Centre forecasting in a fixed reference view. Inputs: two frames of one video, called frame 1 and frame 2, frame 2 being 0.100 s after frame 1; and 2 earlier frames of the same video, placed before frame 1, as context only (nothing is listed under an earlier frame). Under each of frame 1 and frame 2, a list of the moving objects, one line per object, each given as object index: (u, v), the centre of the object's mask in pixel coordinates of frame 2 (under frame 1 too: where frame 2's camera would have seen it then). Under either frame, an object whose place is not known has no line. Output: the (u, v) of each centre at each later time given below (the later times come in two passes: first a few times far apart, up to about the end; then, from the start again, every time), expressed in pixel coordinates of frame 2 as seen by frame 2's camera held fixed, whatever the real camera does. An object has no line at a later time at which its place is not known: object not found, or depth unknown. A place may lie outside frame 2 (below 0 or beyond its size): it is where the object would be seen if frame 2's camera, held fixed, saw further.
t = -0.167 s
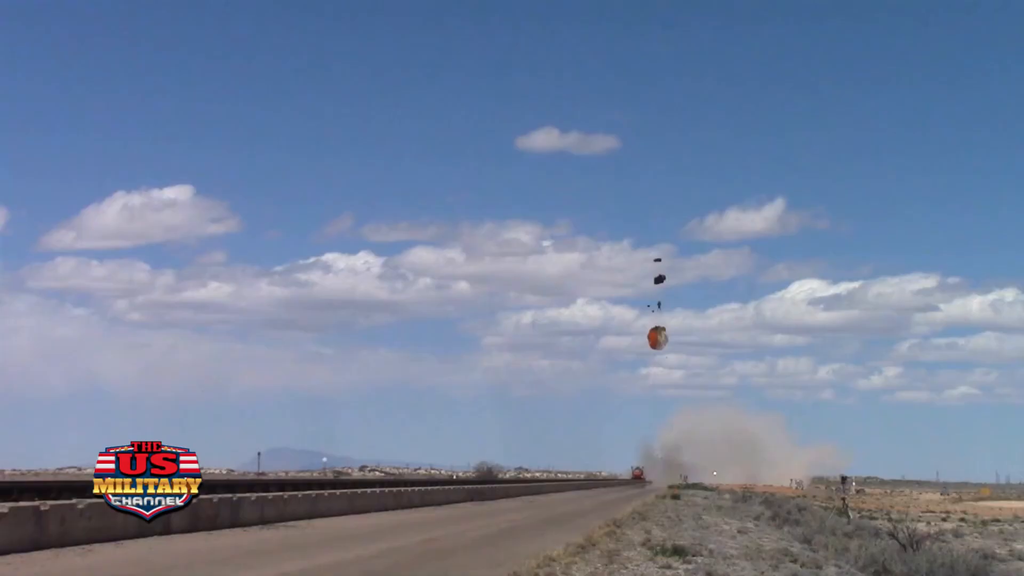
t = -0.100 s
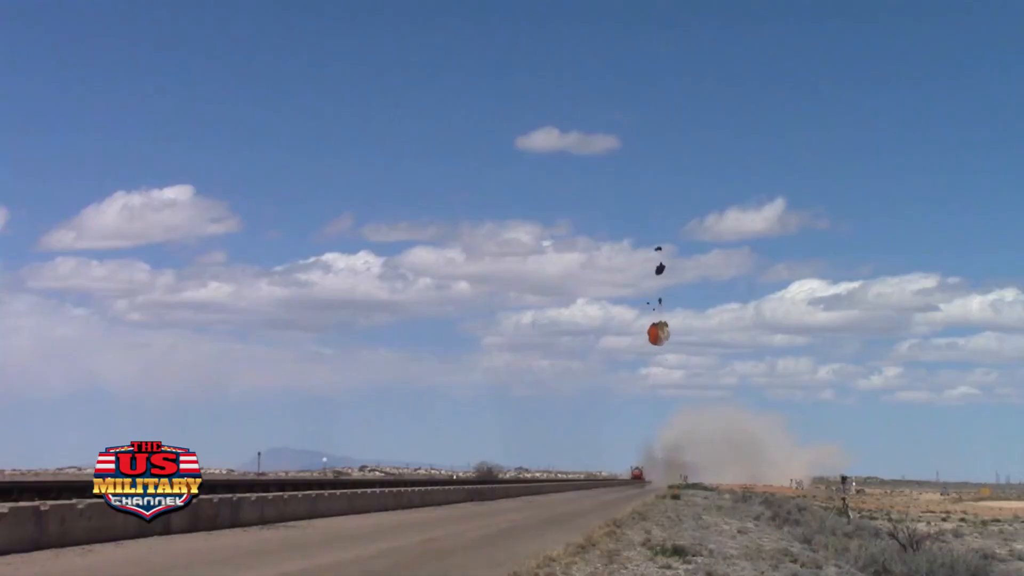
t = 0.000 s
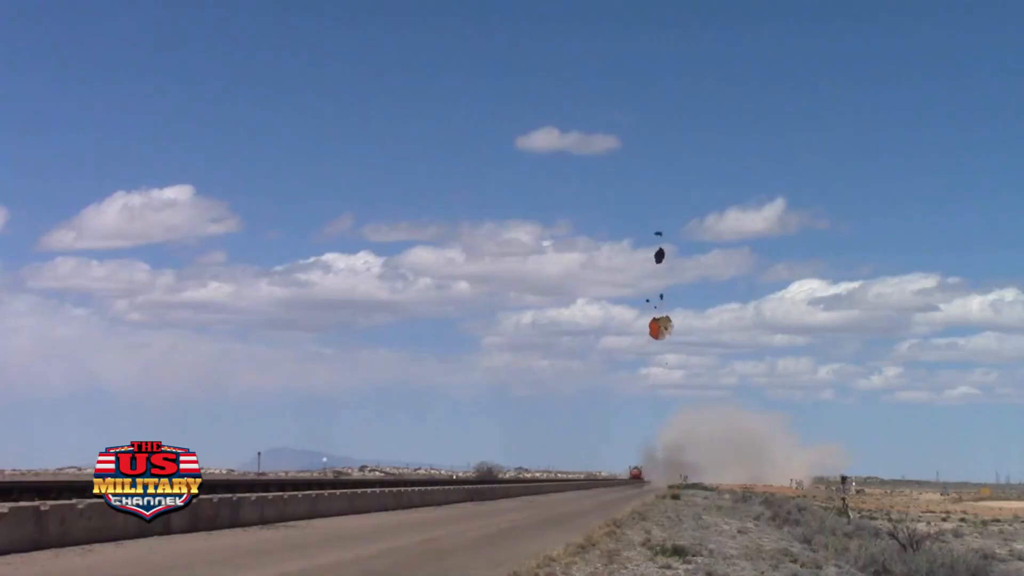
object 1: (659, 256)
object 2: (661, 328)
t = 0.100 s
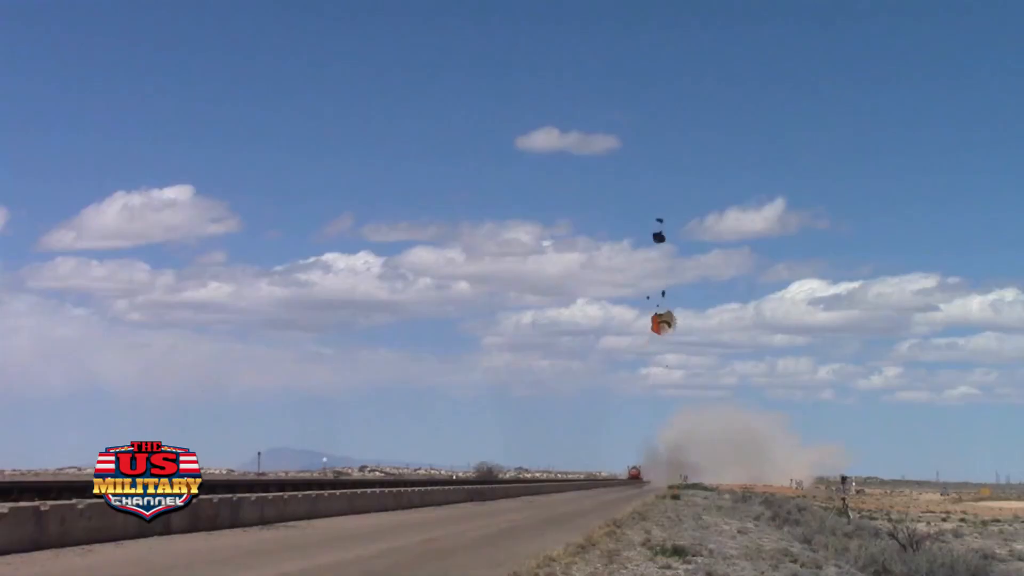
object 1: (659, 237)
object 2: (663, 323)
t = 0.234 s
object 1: (665, 220)
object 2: (666, 318)
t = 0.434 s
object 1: (671, 205)
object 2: (671, 311)
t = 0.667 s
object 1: (674, 187)
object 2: (677, 306)
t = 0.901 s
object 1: (676, 177)
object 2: (682, 304)
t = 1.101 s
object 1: (678, 168)
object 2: (686, 301)
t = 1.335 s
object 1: (684, 163)
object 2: (691, 297)
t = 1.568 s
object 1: (690, 158)
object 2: (695, 296)
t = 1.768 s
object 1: (696, 152)
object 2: (698, 296)
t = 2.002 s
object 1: (703, 148)
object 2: (700, 296)
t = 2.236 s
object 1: (711, 146)
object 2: (703, 299)
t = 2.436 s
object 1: (717, 148)
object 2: (707, 303)
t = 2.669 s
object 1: (725, 152)
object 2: (711, 311)
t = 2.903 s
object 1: (732, 159)
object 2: (715, 318)
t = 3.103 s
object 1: (737, 166)
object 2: (718, 324)
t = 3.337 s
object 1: (743, 176)
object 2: (722, 330)
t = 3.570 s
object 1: (749, 185)
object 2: (727, 336)
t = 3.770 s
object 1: (753, 193)
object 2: (730, 341)
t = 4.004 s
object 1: (760, 203)
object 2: (734, 346)
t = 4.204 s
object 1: (766, 210)
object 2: (738, 350)
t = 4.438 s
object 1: (774, 219)
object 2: (742, 353)
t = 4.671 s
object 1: (779, 230)
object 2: (746, 357)
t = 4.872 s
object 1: (786, 239)
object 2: (749, 361)
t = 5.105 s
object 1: (793, 249)
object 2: (753, 368)
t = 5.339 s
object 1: (802, 258)
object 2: (757, 375)
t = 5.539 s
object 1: (810, 265)
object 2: (761, 381)
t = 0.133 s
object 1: (660, 233)
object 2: (664, 321)
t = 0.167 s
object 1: (661, 229)
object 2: (664, 320)
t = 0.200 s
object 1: (663, 227)
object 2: (665, 319)
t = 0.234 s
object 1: (665, 220)
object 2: (666, 318)
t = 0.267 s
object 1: (666, 218)
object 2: (666, 316)
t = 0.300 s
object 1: (666, 217)
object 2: (667, 315)
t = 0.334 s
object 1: (667, 215)
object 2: (668, 314)
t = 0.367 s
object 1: (668, 212)
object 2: (669, 313)
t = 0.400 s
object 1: (670, 209)
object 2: (670, 312)
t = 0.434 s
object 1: (671, 205)
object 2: (671, 311)
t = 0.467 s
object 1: (672, 202)
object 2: (672, 310)
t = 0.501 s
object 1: (673, 200)
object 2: (673, 309)
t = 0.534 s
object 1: (674, 197)
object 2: (673, 309)
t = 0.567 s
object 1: (673, 193)
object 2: (674, 308)
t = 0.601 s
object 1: (673, 190)
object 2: (675, 308)
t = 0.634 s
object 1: (673, 189)
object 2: (676, 307)
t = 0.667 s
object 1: (674, 187)
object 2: (677, 306)
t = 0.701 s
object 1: (674, 185)
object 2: (678, 306)
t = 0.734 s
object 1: (674, 184)
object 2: (678, 306)
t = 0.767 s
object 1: (674, 182)
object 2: (679, 305)
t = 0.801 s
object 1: (674, 181)
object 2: (680, 305)
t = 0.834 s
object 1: (675, 180)
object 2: (681, 305)
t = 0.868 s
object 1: (675, 178)
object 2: (681, 304)
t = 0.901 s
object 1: (676, 177)
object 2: (682, 304)
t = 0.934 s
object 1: (676, 175)
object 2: (683, 303)
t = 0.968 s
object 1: (676, 174)
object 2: (684, 303)
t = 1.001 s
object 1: (676, 172)
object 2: (684, 302)
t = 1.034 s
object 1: (677, 171)
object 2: (685, 302)
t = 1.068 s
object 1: (678, 169)
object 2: (685, 301)
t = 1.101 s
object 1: (678, 168)
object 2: (686, 301)
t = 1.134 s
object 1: (679, 167)
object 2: (687, 300)
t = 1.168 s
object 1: (680, 166)
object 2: (688, 299)
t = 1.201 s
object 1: (681, 165)
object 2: (688, 298)
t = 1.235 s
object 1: (682, 164)
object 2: (689, 298)
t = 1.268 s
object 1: (683, 163)
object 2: (690, 297)
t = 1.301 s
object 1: (684, 163)
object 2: (690, 297)
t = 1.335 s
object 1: (684, 163)
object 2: (691, 297)
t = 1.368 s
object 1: (685, 162)
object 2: (691, 296)
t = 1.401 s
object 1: (685, 162)
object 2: (692, 296)
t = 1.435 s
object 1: (686, 161)
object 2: (692, 296)
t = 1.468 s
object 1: (686, 160)
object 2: (693, 296)
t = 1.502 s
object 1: (687, 159)
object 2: (694, 296)
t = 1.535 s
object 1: (688, 158)
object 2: (694, 296)
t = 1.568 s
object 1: (690, 158)
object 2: (695, 296)
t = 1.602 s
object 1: (691, 157)
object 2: (695, 296)
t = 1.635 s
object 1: (692, 156)
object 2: (696, 296)
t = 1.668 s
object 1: (693, 155)
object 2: (696, 296)
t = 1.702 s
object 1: (694, 155)
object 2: (697, 296)
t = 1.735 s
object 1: (695, 154)
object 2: (697, 296)
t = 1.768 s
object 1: (696, 152)
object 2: (698, 296)
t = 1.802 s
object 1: (697, 151)
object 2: (698, 296)
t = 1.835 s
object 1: (698, 151)
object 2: (699, 296)
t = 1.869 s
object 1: (699, 150)
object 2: (699, 296)
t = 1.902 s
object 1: (700, 149)
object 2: (700, 296)
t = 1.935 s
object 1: (701, 148)
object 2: (700, 296)
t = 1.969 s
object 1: (702, 148)
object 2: (700, 296)
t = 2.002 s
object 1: (703, 148)
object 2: (700, 296)
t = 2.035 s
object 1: (704, 147)
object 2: (701, 297)
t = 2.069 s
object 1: (705, 147)
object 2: (701, 297)
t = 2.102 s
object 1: (706, 147)
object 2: (701, 297)
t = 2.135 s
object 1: (707, 147)
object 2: (702, 297)
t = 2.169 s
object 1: (708, 146)
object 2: (702, 298)
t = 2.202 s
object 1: (710, 146)
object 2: (703, 298)
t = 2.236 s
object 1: (711, 146)
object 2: (703, 299)
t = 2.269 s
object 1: (712, 146)
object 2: (704, 299)
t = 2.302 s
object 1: (713, 147)
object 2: (704, 300)
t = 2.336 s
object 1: (714, 147)
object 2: (705, 301)
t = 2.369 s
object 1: (715, 147)
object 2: (706, 302)
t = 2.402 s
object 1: (716, 147)
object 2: (706, 303)
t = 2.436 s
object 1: (717, 148)
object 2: (707, 303)
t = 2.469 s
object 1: (719, 148)
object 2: (707, 304)
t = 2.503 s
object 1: (720, 148)
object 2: (708, 305)
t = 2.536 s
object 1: (721, 149)
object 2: (708, 306)
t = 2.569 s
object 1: (722, 150)
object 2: (709, 307)
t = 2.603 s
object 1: (723, 150)
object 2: (709, 309)
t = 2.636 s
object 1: (725, 151)
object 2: (710, 310)
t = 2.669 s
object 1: (725, 152)
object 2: (711, 311)
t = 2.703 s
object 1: (727, 153)
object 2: (711, 312)
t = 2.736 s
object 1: (728, 154)
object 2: (712, 313)
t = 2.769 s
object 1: (729, 155)
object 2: (712, 314)
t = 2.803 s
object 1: (730, 156)
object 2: (713, 315)
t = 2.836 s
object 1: (731, 157)
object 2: (714, 316)
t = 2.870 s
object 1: (732, 158)
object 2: (714, 317)
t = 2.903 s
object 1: (732, 159)
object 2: (715, 318)
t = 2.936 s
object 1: (733, 160)
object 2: (715, 319)
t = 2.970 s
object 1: (734, 161)
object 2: (716, 320)
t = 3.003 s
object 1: (735, 162)
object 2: (717, 321)
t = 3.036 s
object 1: (735, 164)
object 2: (717, 322)
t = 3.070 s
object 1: (736, 165)
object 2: (718, 323)
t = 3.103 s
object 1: (737, 166)
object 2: (718, 324)
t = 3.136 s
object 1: (738, 167)
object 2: (719, 325)
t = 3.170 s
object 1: (739, 169)
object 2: (719, 326)
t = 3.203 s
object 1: (740, 170)
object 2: (720, 327)
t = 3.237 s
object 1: (741, 171)
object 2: (721, 327)
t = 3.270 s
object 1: (742, 173)
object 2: (722, 328)
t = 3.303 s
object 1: (742, 174)
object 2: (722, 329)
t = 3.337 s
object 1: (743, 176)
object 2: (722, 330)
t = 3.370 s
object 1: (744, 177)
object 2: (723, 331)
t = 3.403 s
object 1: (745, 178)
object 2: (724, 332)
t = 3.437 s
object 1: (746, 180)
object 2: (725, 332)
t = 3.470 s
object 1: (746, 181)
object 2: (725, 333)
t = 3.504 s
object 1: (747, 182)
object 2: (726, 334)
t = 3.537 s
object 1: (748, 183)
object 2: (726, 335)
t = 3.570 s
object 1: (749, 185)
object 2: (727, 336)
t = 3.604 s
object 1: (750, 186)
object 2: (727, 337)
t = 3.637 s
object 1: (750, 188)
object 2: (728, 338)
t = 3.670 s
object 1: (751, 189)
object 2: (728, 338)
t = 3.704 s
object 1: (752, 190)
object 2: (729, 339)
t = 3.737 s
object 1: (753, 192)
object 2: (729, 340)
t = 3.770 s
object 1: (753, 193)
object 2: (730, 341)
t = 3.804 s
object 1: (754, 194)
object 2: (730, 341)
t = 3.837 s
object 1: (755, 196)
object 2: (731, 342)
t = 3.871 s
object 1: (756, 197)
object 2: (731, 343)
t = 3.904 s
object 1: (757, 199)
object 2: (732, 343)
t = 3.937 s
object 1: (758, 200)
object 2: (733, 344)
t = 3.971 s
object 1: (759, 201)
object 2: (733, 345)
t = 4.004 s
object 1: (760, 203)
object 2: (734, 346)
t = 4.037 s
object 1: (761, 204)
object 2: (734, 346)
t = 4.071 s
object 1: (762, 205)
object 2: (735, 347)
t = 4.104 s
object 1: (763, 206)
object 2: (736, 348)
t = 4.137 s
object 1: (764, 208)
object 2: (736, 348)
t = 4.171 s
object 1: (765, 209)
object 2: (737, 349)
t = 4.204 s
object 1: (766, 210)
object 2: (738, 350)
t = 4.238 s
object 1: (768, 211)
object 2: (739, 350)
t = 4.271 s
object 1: (769, 212)
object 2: (739, 351)
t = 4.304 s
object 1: (769, 214)
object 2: (740, 351)
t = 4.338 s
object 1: (770, 216)
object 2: (740, 352)
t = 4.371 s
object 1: (772, 217)
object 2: (741, 352)
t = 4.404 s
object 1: (774, 218)
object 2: (742, 352)
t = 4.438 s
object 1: (774, 219)
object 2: (742, 353)
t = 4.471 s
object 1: (775, 221)
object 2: (742, 354)
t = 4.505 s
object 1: (775, 223)
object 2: (743, 355)
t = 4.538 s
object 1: (777, 224)
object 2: (744, 355)
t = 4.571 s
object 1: (777, 227)
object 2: (744, 355)
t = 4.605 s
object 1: (778, 227)
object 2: (745, 356)
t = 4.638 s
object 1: (778, 229)
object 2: (745, 356)
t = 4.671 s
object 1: (779, 230)
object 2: (746, 357)
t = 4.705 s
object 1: (780, 231)
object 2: (747, 357)
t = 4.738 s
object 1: (781, 232)
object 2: (747, 357)
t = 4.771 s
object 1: (783, 234)
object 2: (748, 358)
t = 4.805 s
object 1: (784, 236)
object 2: (748, 359)
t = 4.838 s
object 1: (785, 237)
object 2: (749, 360)
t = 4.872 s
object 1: (786, 239)
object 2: (749, 361)
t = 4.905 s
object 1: (787, 241)
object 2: (750, 362)
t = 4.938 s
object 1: (788, 242)
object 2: (750, 363)
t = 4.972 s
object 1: (789, 243)
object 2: (751, 364)
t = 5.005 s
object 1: (790, 245)
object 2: (751, 365)
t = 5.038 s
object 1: (791, 246)
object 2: (751, 366)
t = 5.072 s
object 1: (793, 247)
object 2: (752, 367)
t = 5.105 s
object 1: (793, 249)
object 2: (753, 368)
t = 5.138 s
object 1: (795, 250)
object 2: (753, 369)
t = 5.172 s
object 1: (796, 251)
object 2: (754, 370)
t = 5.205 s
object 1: (797, 253)
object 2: (755, 371)
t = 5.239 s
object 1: (798, 254)
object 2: (755, 372)
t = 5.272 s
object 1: (799, 255)
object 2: (756, 373)
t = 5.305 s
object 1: (801, 256)
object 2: (757, 374)
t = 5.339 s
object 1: (802, 258)
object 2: (757, 375)
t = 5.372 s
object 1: (803, 259)
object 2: (758, 376)
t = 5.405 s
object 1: (805, 260)
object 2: (759, 377)
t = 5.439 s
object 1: (806, 261)
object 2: (759, 378)
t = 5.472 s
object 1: (807, 262)
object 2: (760, 379)
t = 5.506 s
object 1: (809, 264)
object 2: (760, 380)
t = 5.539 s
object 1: (810, 265)
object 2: (761, 381)
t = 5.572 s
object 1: (811, 266)
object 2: (761, 382)
